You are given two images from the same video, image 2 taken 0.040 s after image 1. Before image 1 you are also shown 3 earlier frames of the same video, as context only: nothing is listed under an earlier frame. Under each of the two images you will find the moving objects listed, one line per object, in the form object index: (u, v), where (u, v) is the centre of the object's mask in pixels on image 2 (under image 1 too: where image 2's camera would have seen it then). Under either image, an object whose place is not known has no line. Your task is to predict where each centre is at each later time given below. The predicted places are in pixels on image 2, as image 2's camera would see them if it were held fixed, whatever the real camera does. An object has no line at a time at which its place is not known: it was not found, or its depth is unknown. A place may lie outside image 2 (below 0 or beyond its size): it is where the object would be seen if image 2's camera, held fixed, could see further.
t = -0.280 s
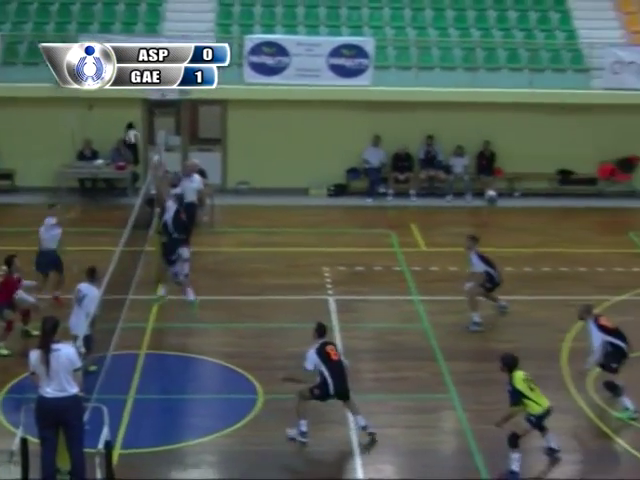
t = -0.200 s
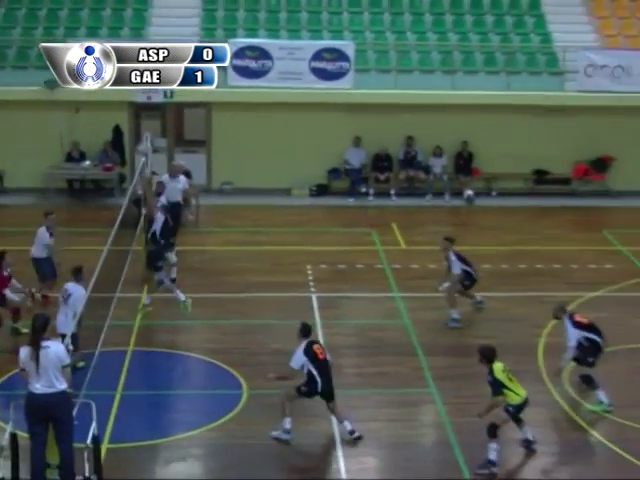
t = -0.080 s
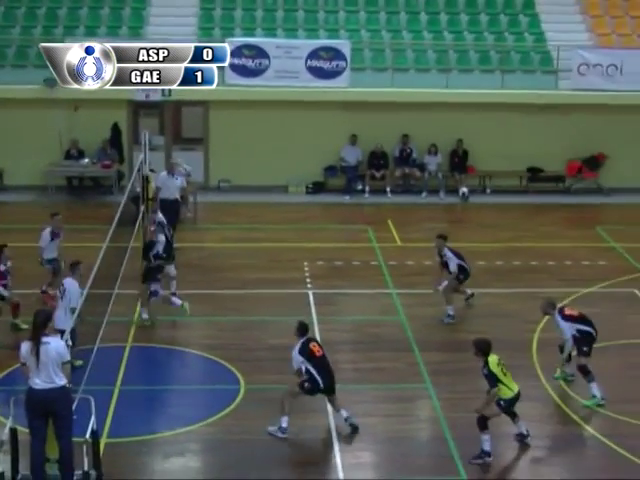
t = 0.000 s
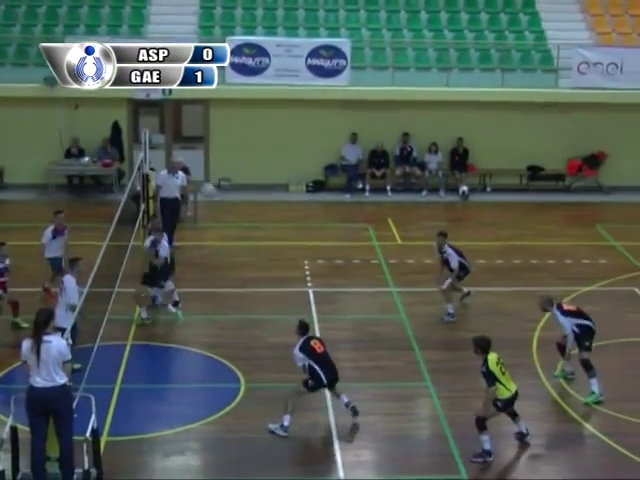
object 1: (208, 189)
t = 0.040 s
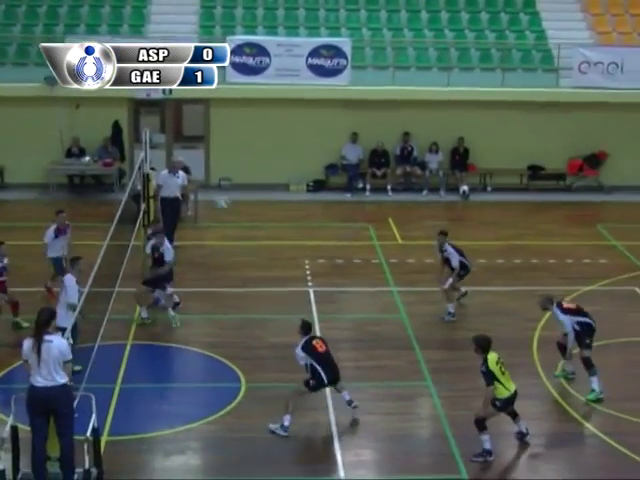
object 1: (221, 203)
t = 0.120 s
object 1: (248, 230)
